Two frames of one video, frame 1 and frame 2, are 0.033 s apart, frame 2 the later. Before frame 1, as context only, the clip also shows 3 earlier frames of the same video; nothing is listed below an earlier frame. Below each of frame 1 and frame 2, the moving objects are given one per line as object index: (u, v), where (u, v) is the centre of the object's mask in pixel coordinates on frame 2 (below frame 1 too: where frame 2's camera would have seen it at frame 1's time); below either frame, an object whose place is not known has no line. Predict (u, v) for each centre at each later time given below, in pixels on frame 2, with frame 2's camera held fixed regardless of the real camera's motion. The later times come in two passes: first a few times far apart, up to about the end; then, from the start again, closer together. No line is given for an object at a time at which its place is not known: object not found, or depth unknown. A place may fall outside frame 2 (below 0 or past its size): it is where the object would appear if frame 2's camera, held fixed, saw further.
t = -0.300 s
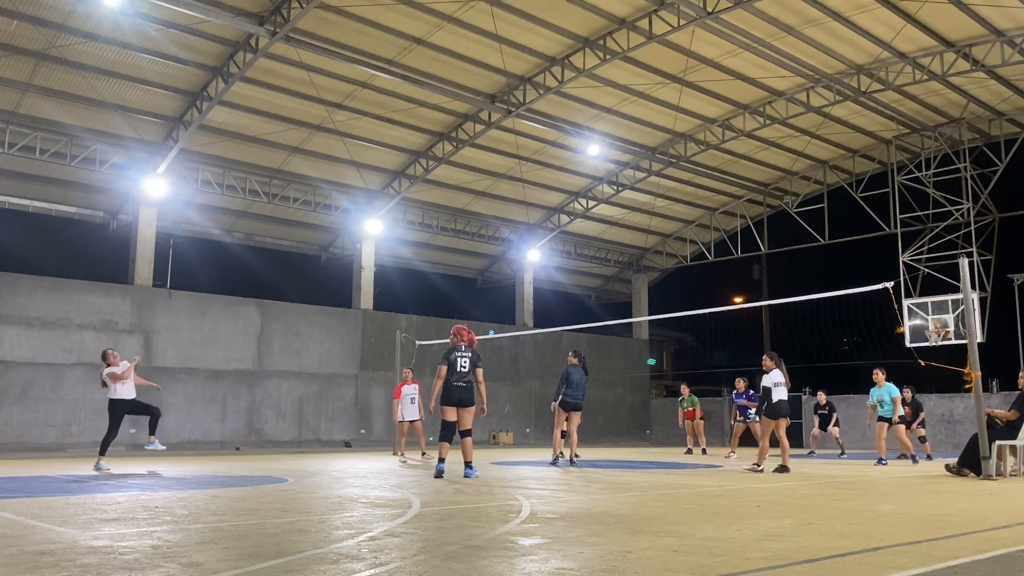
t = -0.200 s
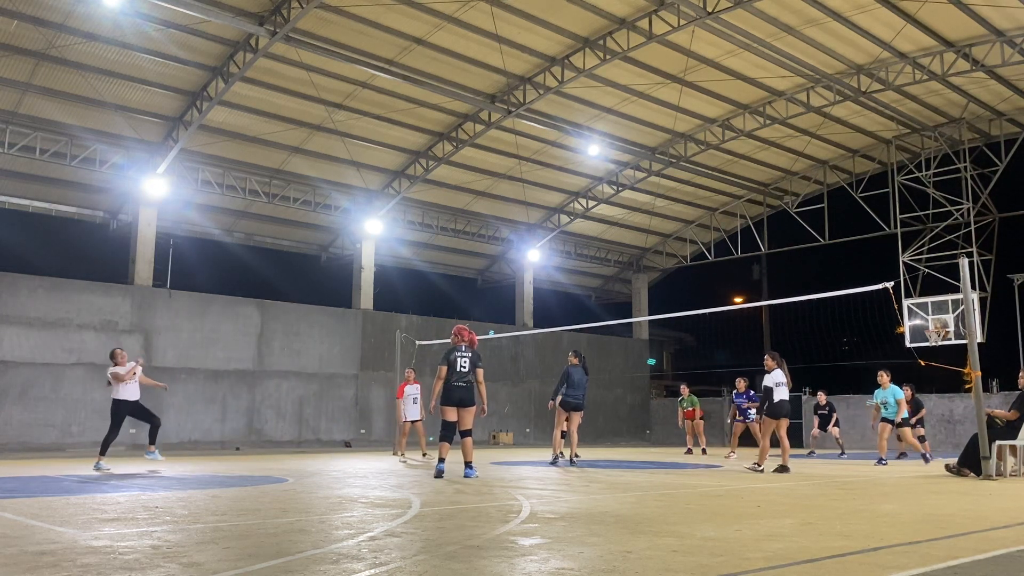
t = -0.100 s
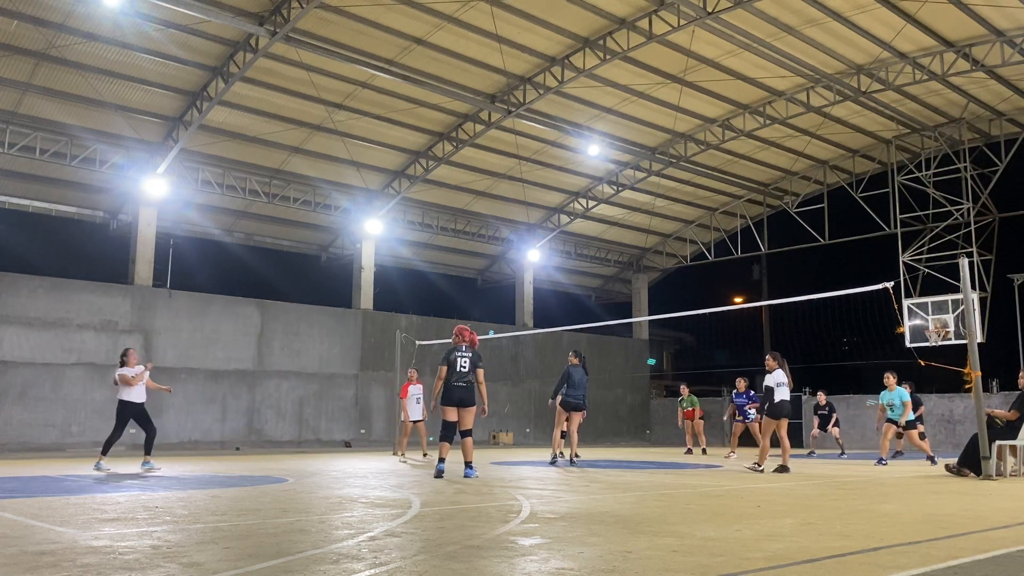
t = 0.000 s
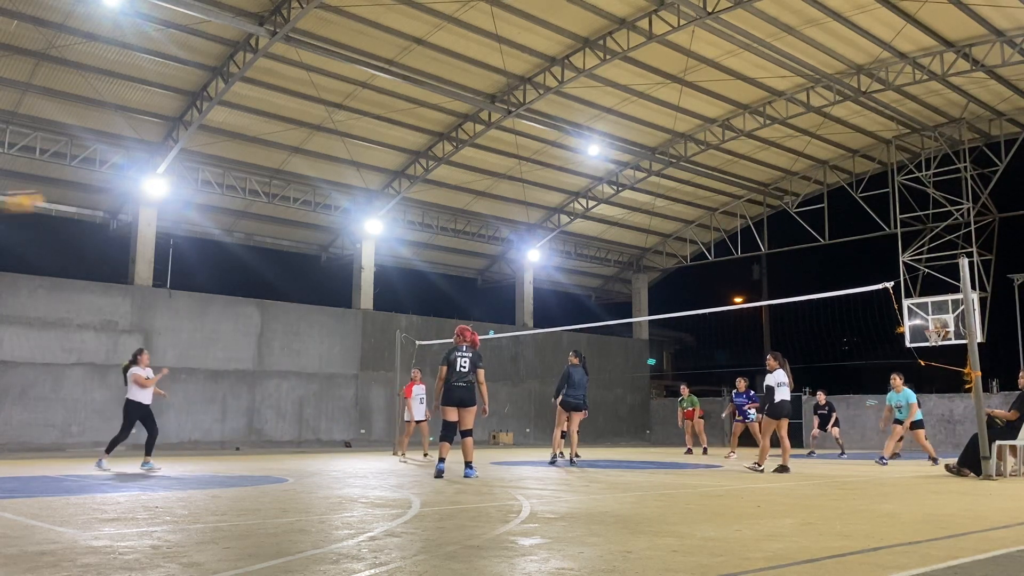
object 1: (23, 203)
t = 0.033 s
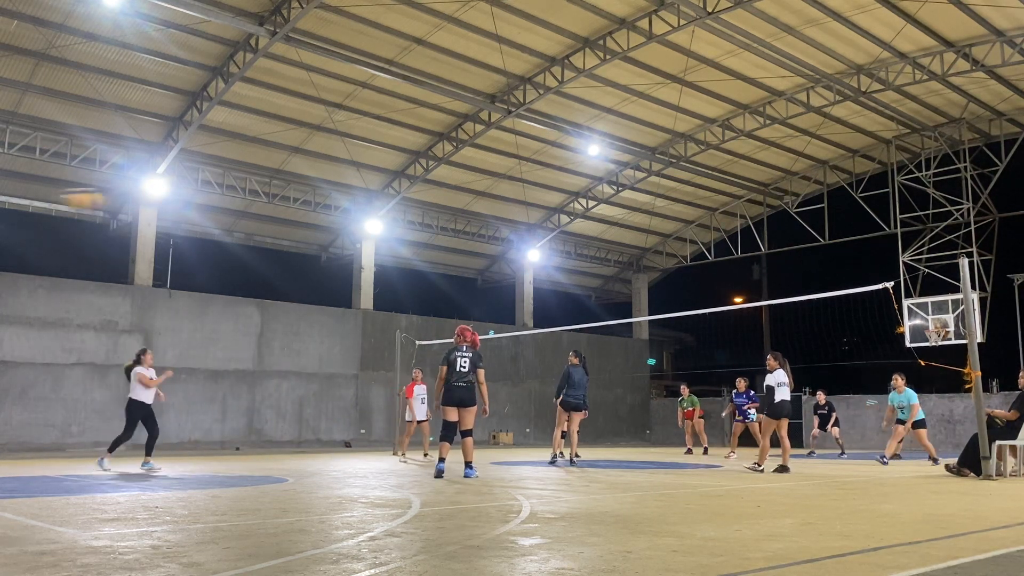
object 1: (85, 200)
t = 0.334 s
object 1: (473, 219)
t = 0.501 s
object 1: (617, 253)
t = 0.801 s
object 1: (813, 341)
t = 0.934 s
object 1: (883, 390)
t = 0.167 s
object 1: (283, 197)
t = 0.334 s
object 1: (473, 219)
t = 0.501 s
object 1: (617, 253)
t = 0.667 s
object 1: (733, 296)
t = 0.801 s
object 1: (813, 341)
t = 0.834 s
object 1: (832, 353)
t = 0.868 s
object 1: (849, 365)
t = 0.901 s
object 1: (867, 379)
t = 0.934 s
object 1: (883, 390)
